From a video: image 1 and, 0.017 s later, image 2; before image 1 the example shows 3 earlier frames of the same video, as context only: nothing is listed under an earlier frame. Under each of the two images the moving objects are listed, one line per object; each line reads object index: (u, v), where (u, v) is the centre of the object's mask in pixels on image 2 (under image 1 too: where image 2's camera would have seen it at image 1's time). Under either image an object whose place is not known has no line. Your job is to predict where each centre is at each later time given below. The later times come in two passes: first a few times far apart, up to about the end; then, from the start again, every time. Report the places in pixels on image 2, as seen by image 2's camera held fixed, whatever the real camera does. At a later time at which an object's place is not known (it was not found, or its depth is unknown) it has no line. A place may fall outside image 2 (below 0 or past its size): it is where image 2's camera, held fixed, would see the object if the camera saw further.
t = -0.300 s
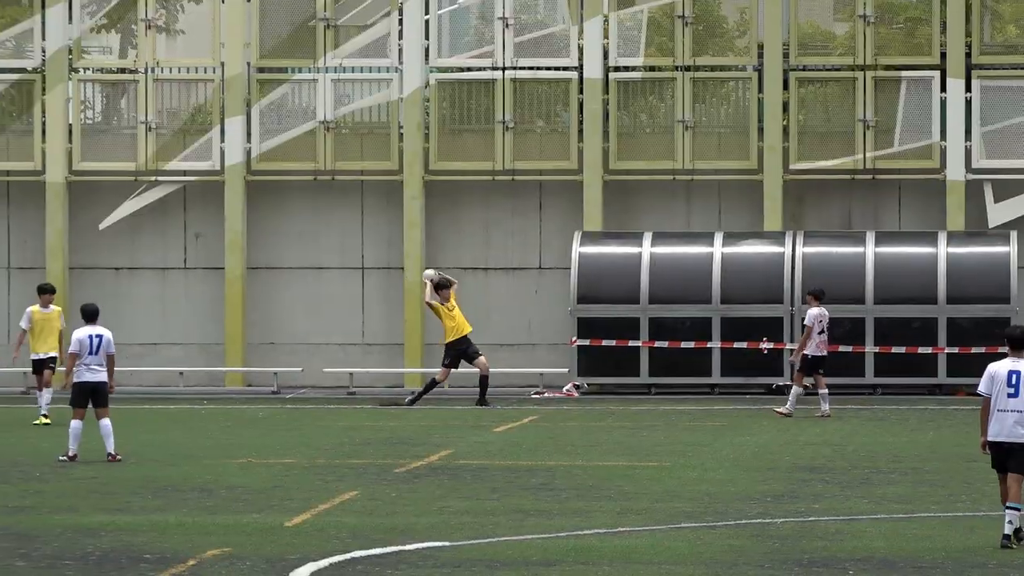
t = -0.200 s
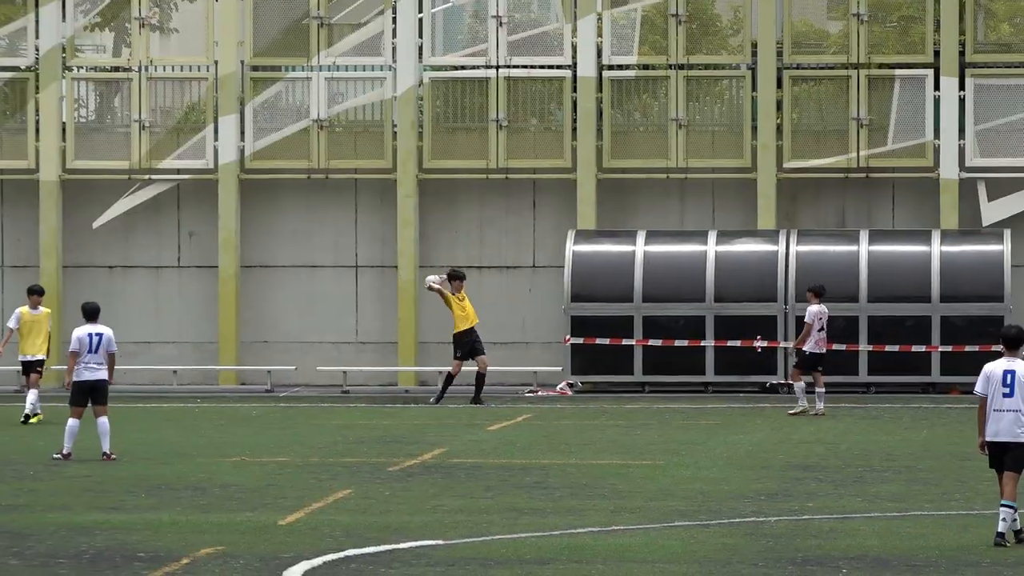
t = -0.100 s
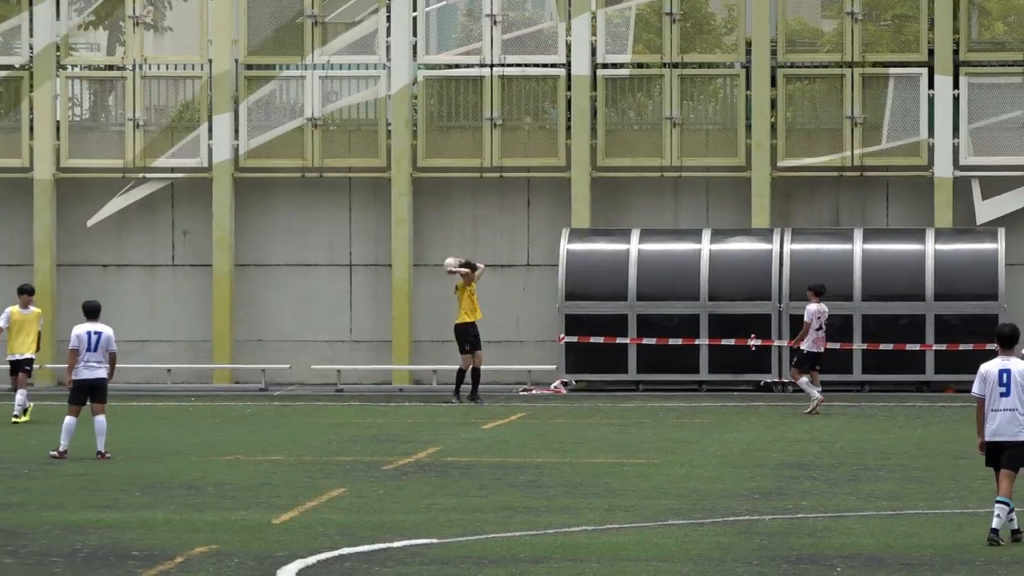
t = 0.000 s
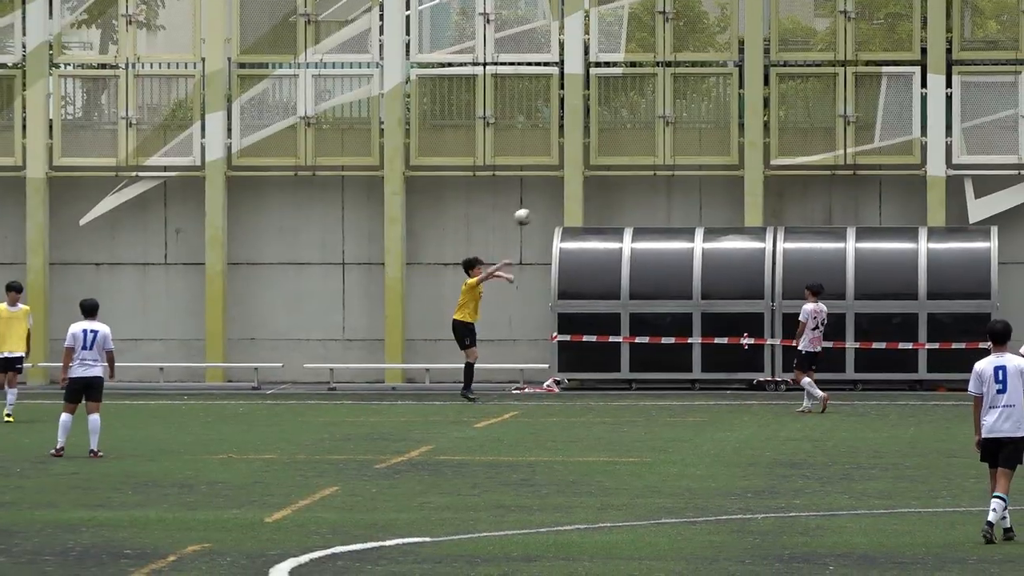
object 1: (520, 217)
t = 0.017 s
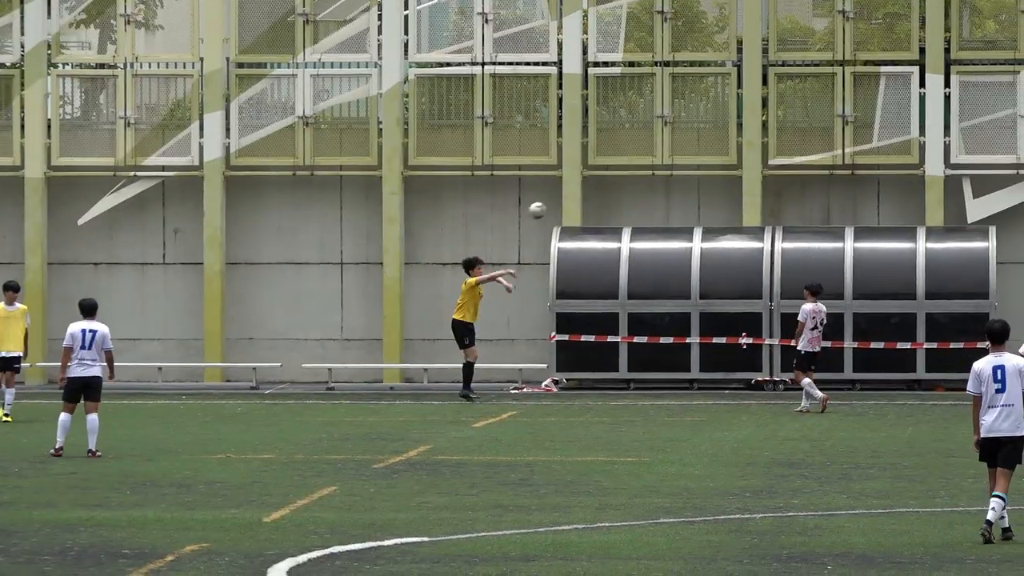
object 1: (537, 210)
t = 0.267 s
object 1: (779, 135)
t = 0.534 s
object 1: (1053, 99)
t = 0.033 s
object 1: (553, 204)
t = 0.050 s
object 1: (568, 198)
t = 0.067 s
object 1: (585, 192)
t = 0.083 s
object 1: (601, 186)
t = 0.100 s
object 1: (617, 180)
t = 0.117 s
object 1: (633, 175)
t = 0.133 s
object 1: (649, 170)
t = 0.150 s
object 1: (666, 165)
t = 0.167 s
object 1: (681, 160)
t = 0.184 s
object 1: (697, 156)
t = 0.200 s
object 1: (713, 151)
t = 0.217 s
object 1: (730, 147)
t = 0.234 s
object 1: (746, 143)
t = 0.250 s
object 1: (762, 139)
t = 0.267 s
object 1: (779, 135)
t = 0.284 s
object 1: (795, 132)
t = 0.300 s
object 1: (812, 128)
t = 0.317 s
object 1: (829, 124)
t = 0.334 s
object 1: (845, 121)
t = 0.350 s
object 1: (862, 118)
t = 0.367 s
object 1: (879, 115)
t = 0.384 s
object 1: (896, 113)
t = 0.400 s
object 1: (913, 110)
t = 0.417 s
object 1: (929, 108)
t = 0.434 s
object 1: (947, 107)
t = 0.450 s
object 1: (964, 105)
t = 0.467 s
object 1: (982, 103)
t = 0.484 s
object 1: (999, 102)
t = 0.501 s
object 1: (1017, 101)
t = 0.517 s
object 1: (1035, 100)
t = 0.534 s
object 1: (1053, 99)
